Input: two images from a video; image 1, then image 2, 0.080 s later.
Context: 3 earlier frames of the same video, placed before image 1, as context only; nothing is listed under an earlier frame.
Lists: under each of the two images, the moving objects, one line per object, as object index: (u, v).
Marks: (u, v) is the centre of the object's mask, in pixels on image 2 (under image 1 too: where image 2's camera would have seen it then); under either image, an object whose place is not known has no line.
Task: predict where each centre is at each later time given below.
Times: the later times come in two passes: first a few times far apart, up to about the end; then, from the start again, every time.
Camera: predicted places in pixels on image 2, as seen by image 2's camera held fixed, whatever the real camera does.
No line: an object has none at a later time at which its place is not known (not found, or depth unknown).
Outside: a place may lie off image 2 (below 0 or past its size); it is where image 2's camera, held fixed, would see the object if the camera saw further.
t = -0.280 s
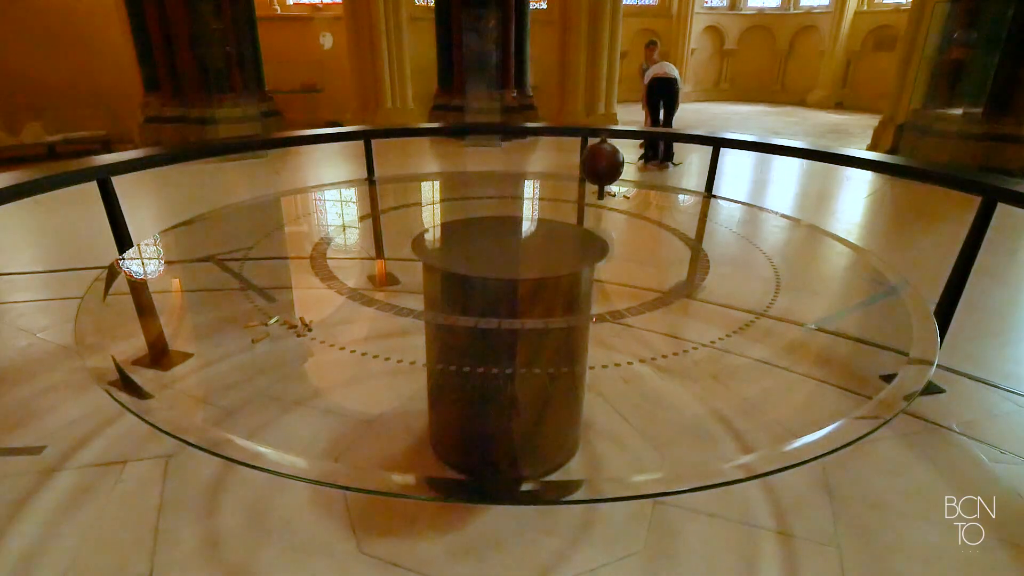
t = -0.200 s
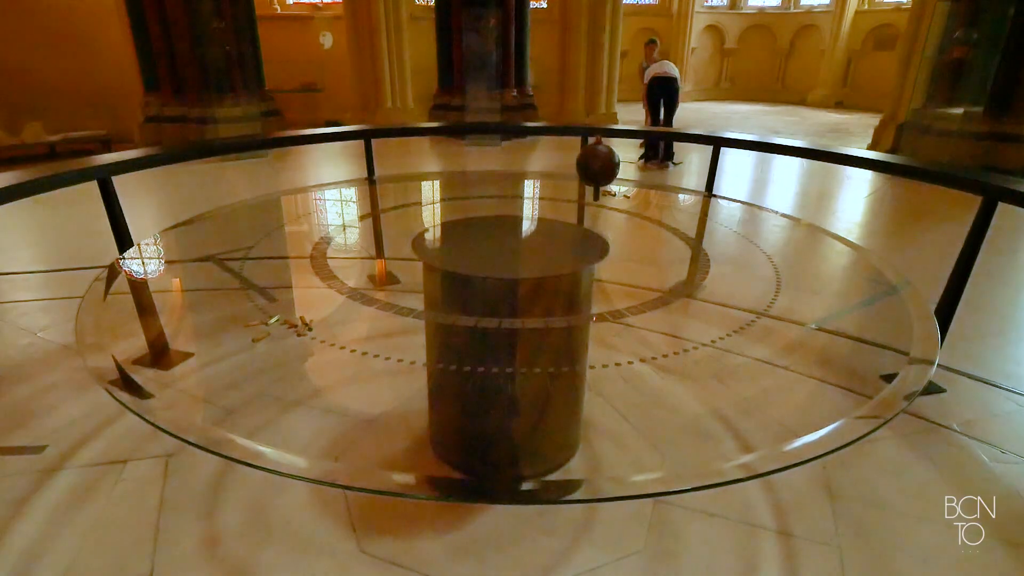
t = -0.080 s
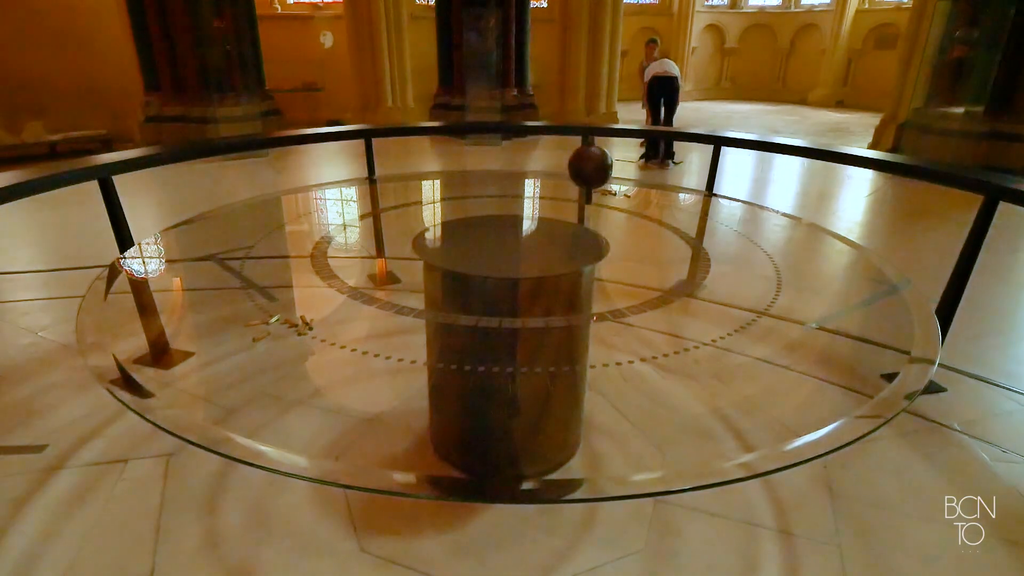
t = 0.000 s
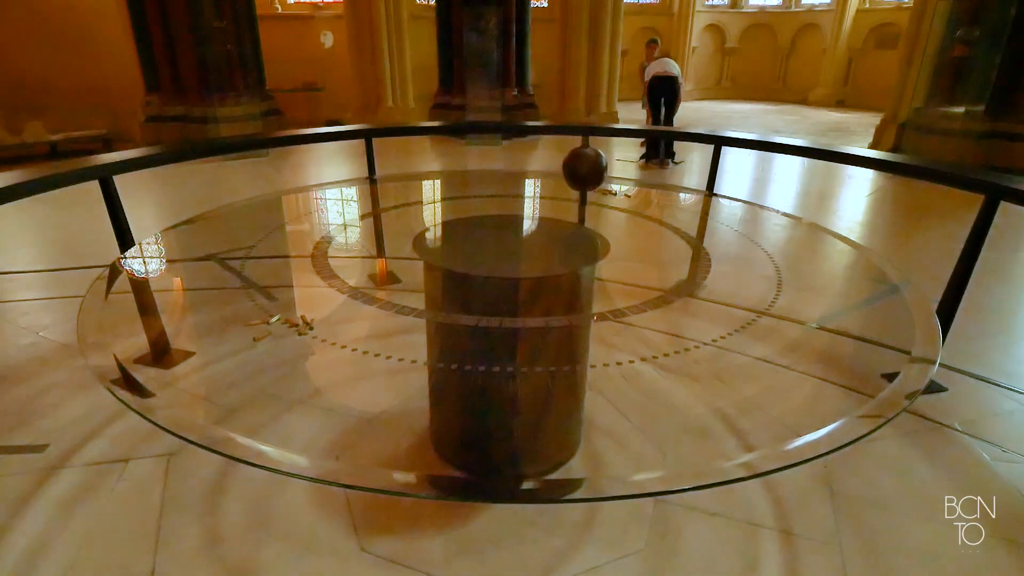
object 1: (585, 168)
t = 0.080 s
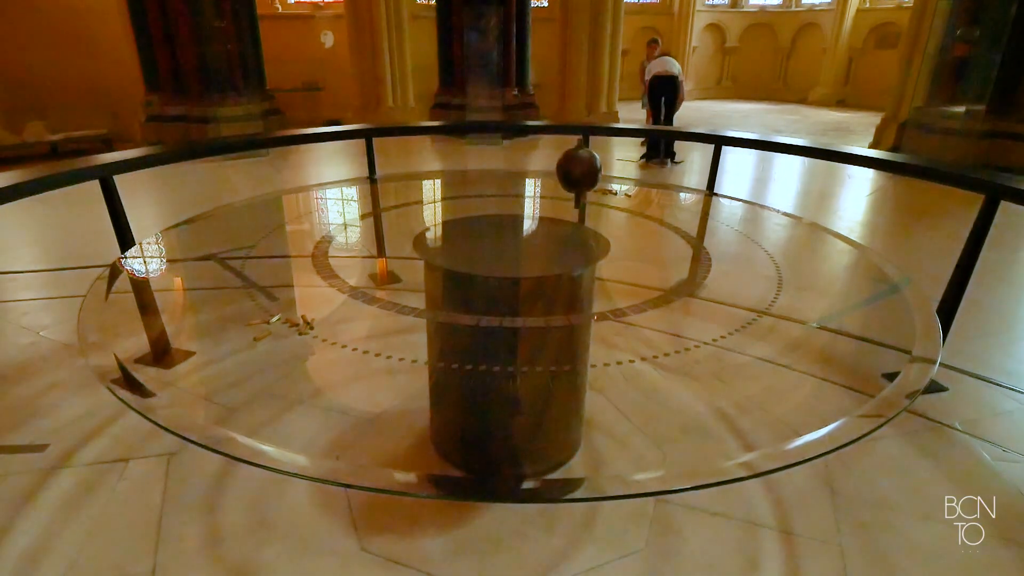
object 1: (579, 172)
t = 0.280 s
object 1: (561, 177)
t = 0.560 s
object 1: (532, 186)
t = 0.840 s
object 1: (498, 197)
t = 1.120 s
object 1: (458, 208)
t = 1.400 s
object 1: (415, 219)
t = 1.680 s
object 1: (369, 232)
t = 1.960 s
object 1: (323, 242)
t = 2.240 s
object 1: (282, 252)
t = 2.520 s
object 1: (250, 259)
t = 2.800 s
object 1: (232, 263)
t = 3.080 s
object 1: (230, 263)
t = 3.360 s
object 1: (246, 259)
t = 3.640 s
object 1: (276, 251)
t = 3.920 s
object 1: (315, 242)
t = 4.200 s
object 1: (360, 231)
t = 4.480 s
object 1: (406, 219)
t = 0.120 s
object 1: (575, 172)
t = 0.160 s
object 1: (572, 173)
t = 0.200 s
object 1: (569, 175)
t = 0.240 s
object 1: (565, 176)
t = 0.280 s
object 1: (561, 177)
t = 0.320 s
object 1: (557, 179)
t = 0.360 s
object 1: (553, 180)
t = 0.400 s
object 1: (549, 181)
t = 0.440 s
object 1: (545, 183)
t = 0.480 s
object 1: (541, 184)
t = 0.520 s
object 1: (536, 185)
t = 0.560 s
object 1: (532, 186)
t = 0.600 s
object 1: (527, 188)
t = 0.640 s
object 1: (523, 190)
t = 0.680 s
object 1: (518, 192)
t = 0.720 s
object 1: (513, 194)
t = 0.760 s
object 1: (508, 194)
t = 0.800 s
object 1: (503, 196)
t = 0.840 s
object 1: (498, 197)
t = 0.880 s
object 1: (492, 199)
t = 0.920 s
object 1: (487, 200)
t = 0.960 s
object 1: (482, 202)
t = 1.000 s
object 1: (476, 204)
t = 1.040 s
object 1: (470, 205)
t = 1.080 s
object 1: (464, 207)
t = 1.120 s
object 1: (458, 208)
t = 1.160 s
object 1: (452, 210)
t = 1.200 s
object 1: (446, 212)
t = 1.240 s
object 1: (440, 212)
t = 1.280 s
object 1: (434, 214)
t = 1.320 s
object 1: (428, 216)
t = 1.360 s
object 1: (421, 218)
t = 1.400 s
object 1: (415, 219)
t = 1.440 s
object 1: (409, 221)
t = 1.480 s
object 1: (402, 223)
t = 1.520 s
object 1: (395, 225)
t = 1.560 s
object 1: (389, 227)
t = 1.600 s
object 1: (382, 227)
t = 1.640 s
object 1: (376, 230)
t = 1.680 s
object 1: (369, 232)
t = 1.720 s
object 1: (362, 233)
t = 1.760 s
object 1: (355, 235)
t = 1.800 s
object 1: (349, 236)
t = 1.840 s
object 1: (342, 237)
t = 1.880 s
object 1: (336, 239)
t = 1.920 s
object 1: (329, 241)
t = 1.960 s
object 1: (323, 242)
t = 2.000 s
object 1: (316, 244)
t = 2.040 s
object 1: (310, 245)
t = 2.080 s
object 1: (305, 246)
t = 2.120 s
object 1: (298, 248)
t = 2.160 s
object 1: (293, 249)
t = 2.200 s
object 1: (287, 251)
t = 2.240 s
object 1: (282, 252)
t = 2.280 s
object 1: (277, 253)
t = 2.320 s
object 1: (272, 254)
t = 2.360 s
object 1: (267, 255)
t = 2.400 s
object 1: (262, 256)
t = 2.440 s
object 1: (258, 257)
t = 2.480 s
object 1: (254, 258)
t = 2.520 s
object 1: (250, 259)
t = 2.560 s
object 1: (246, 260)
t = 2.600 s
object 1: (243, 260)
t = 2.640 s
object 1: (240, 261)
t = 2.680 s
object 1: (237, 261)
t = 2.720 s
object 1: (235, 262)
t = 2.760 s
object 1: (233, 262)
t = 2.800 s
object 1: (232, 263)
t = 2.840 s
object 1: (231, 263)
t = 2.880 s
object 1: (230, 263)
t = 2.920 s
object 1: (229, 263)
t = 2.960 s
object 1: (229, 263)
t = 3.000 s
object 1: (229, 263)
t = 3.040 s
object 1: (230, 263)
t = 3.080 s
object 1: (230, 263)
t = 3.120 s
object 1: (232, 262)
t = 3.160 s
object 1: (233, 262)
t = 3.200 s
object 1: (235, 261)
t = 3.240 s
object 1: (237, 261)
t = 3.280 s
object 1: (240, 260)
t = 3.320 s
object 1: (243, 259)
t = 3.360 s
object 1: (246, 259)
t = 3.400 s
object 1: (250, 258)
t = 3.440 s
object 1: (253, 257)
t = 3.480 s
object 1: (257, 256)
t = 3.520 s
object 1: (262, 255)
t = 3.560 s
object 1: (266, 254)
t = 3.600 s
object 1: (271, 253)
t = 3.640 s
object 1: (276, 251)
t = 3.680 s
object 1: (281, 250)
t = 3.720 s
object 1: (286, 249)
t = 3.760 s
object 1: (292, 248)
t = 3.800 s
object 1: (297, 246)
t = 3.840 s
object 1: (303, 245)
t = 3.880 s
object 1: (309, 243)
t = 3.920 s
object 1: (315, 242)
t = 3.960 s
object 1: (322, 240)
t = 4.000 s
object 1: (328, 239)
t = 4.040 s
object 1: (334, 238)
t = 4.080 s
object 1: (341, 236)
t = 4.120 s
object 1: (347, 234)
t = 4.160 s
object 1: (353, 233)
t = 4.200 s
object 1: (360, 231)
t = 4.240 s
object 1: (367, 229)
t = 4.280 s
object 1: (373, 227)
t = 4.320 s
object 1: (380, 225)
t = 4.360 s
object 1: (386, 224)
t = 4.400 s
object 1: (393, 222)
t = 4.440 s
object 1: (400, 221)
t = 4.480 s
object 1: (406, 219)
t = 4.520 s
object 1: (412, 218)
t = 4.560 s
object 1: (418, 216)
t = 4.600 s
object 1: (425, 214)
